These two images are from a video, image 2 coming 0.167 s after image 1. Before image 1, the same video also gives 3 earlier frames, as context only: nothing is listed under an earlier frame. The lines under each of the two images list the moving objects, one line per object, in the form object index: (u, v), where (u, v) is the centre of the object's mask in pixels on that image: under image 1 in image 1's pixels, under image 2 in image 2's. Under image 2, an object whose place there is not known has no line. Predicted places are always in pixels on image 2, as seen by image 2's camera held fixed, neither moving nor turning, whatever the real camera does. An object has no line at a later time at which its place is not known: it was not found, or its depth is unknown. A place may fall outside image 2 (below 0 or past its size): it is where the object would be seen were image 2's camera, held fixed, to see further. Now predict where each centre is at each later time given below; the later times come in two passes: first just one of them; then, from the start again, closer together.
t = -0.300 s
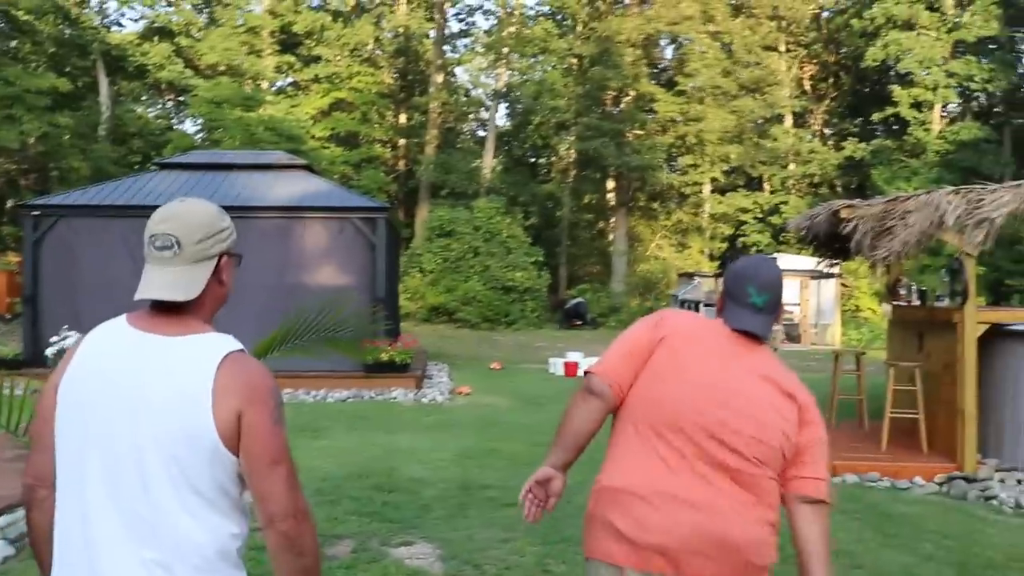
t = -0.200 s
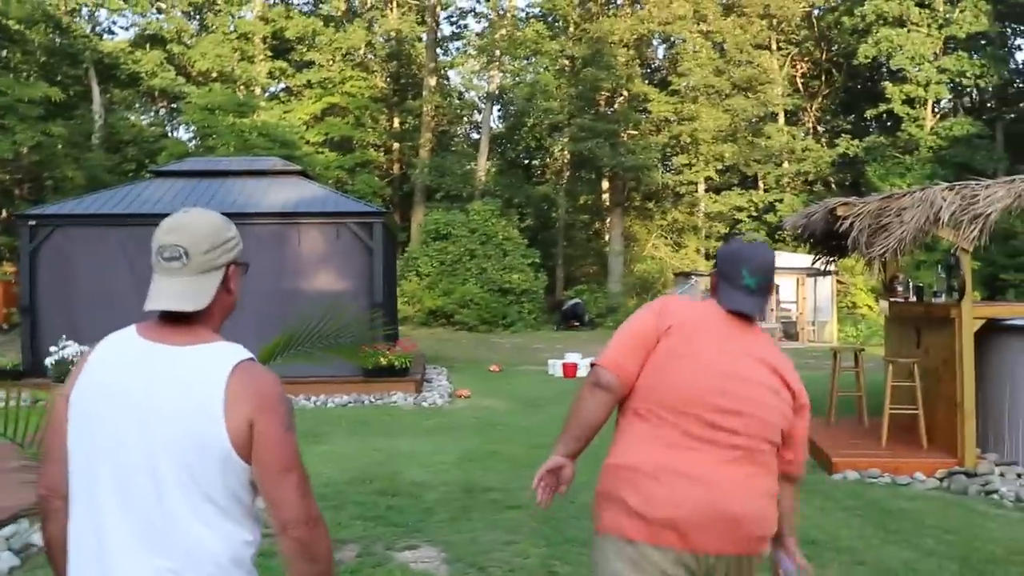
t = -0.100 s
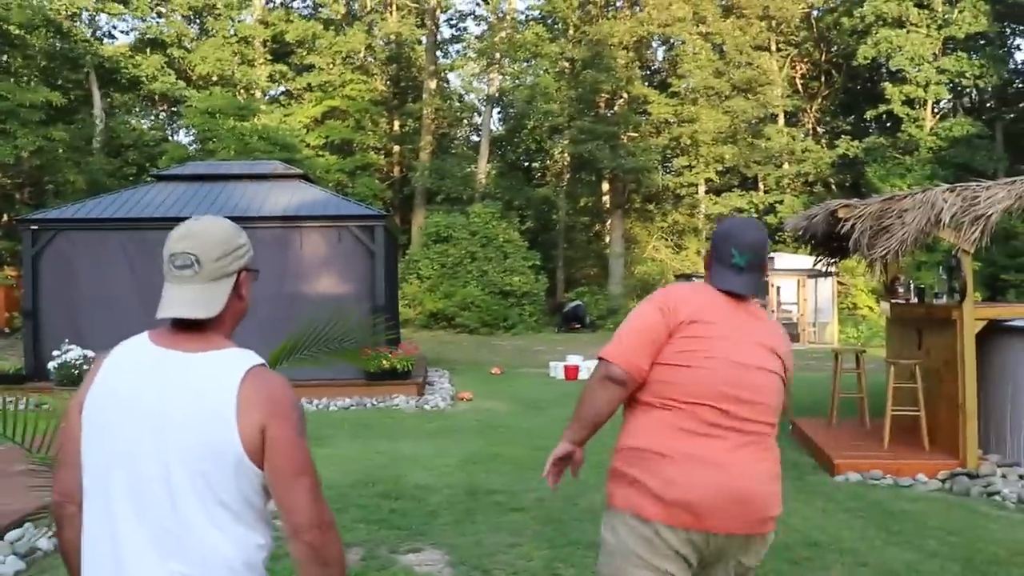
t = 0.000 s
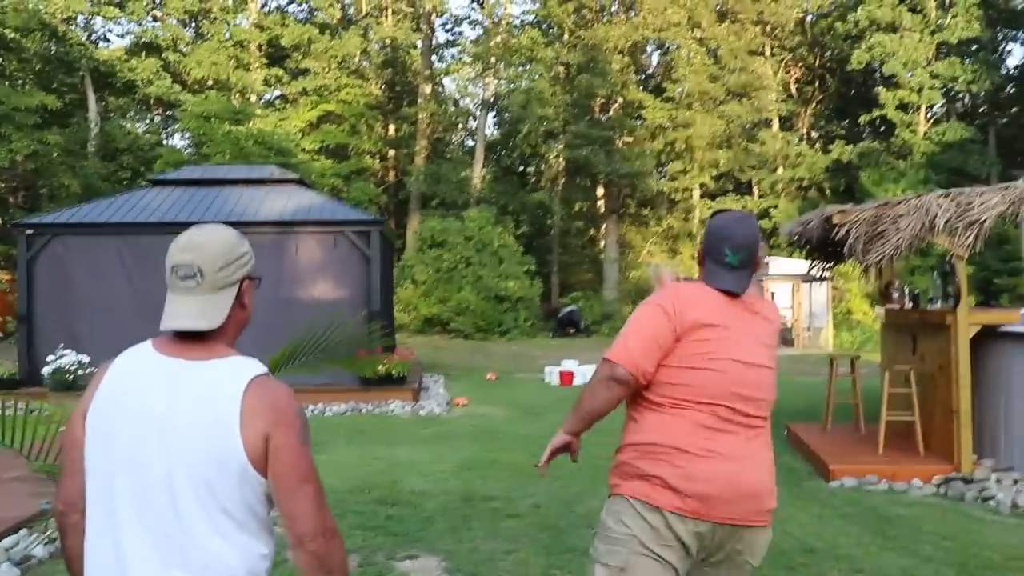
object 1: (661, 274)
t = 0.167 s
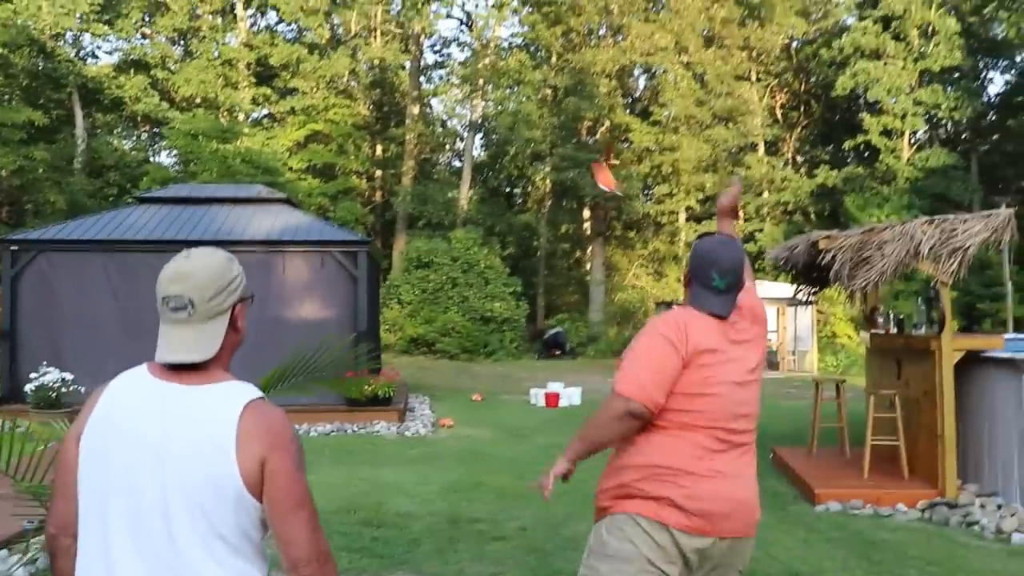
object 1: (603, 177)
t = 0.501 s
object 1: (567, 115)
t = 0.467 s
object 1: (571, 114)
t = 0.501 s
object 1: (567, 115)
